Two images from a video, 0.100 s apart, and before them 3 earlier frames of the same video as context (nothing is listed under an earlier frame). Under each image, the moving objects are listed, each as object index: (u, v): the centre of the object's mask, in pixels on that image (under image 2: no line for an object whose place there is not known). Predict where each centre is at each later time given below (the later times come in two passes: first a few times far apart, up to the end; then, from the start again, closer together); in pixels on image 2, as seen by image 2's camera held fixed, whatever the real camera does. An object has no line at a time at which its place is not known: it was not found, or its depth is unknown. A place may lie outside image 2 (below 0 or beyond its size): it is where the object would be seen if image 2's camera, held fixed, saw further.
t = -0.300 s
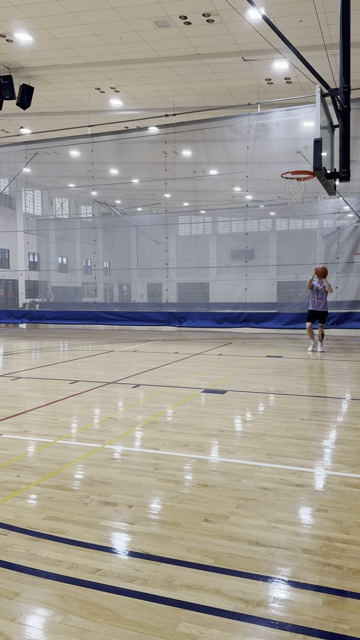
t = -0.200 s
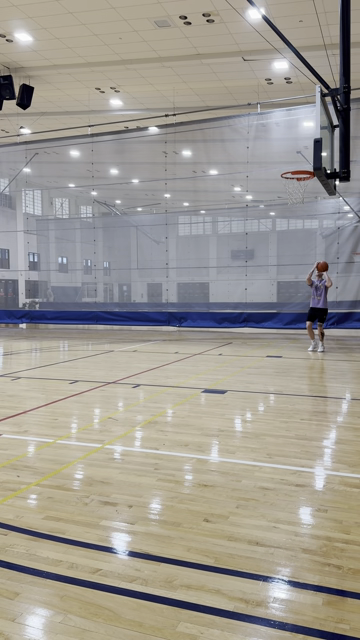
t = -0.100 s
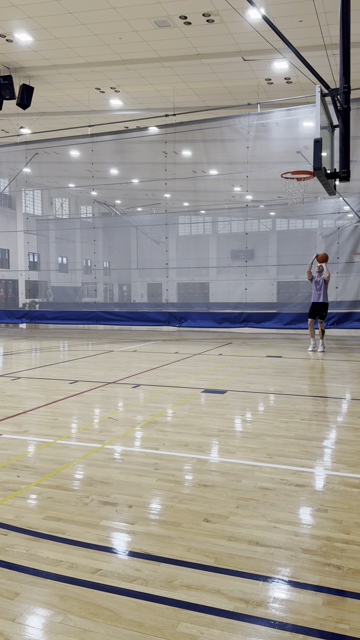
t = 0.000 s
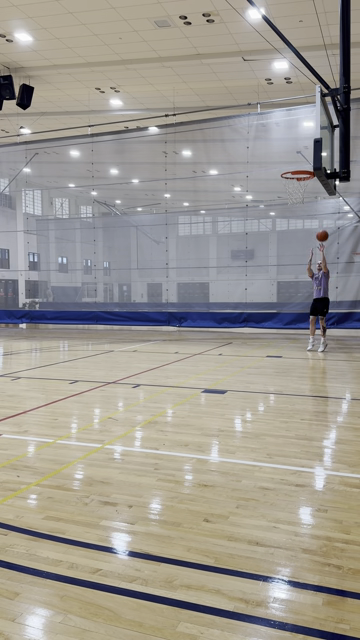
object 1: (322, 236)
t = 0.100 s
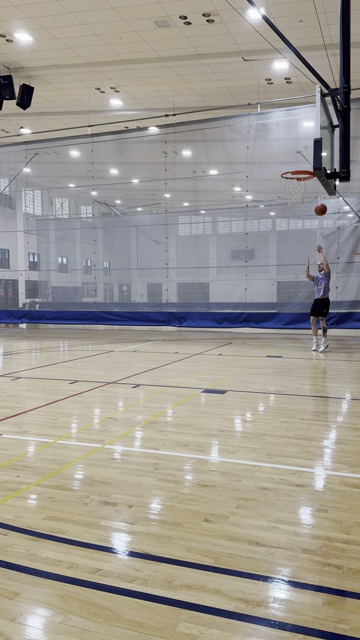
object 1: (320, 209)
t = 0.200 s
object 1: (317, 187)
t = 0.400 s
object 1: (310, 154)
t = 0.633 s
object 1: (307, 140)
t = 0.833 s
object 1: (301, 154)
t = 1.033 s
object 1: (296, 196)
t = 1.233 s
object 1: (296, 246)
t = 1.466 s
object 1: (297, 325)
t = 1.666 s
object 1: (298, 326)
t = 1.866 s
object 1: (300, 287)
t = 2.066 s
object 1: (301, 272)
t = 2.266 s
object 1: (302, 278)
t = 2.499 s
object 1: (303, 309)
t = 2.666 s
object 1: (303, 344)
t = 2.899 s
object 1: (303, 315)
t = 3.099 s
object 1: (304, 304)
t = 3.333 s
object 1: (304, 315)
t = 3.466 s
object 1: (304, 330)
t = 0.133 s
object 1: (320, 201)
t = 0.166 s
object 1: (319, 194)
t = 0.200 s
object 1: (317, 187)
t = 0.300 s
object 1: (311, 167)
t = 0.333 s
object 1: (311, 163)
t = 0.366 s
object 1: (311, 158)
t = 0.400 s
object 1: (310, 154)
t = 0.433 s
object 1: (310, 150)
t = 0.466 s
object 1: (310, 147)
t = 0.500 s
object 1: (309, 144)
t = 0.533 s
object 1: (309, 142)
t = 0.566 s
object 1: (308, 141)
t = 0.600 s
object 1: (308, 140)
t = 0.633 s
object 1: (307, 140)
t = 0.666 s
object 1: (306, 141)
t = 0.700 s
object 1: (305, 142)
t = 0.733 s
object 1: (304, 144)
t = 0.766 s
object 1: (303, 147)
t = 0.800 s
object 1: (302, 150)
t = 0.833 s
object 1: (301, 154)
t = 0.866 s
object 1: (299, 159)
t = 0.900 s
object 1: (298, 164)
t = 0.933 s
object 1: (297, 172)
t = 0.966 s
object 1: (297, 180)
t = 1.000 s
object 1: (296, 188)
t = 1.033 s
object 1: (296, 196)
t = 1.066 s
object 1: (296, 203)
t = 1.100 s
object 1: (296, 210)
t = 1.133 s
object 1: (297, 218)
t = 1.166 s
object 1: (296, 227)
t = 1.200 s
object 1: (296, 236)
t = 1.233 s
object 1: (296, 246)
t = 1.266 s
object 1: (296, 256)
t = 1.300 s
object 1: (296, 266)
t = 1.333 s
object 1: (296, 277)
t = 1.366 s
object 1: (296, 288)
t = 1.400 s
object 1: (296, 301)
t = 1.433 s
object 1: (296, 313)
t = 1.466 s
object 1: (297, 325)
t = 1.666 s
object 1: (298, 326)
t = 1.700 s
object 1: (298, 318)
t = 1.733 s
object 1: (298, 310)
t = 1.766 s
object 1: (299, 304)
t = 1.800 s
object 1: (299, 298)
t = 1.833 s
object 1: (299, 292)
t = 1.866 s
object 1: (300, 287)
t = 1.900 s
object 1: (300, 283)
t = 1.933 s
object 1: (300, 280)
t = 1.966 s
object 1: (300, 277)
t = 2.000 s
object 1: (301, 275)
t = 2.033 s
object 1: (301, 273)
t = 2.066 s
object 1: (301, 272)
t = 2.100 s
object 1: (301, 272)
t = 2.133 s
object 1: (301, 272)
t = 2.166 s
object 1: (301, 273)
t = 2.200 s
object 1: (302, 274)
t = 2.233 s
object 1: (302, 276)
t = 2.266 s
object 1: (302, 278)
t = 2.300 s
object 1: (302, 281)
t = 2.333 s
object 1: (302, 284)
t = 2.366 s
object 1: (302, 288)
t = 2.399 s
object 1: (302, 293)
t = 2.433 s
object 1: (302, 297)
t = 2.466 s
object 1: (302, 303)
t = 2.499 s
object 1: (303, 309)
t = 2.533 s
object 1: (303, 315)
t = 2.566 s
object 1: (302, 322)
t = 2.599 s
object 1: (303, 329)
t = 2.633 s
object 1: (303, 336)
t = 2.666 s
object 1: (303, 344)
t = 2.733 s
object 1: (303, 338)
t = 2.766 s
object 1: (303, 333)
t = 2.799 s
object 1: (303, 327)
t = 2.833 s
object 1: (303, 323)
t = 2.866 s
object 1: (303, 319)
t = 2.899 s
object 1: (303, 315)
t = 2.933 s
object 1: (304, 312)
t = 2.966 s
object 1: (304, 309)
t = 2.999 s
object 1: (304, 307)
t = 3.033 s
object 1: (304, 306)
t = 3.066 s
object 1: (304, 305)
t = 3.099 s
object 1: (304, 304)
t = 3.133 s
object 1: (304, 304)
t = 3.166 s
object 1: (304, 305)
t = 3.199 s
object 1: (304, 306)
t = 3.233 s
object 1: (304, 307)
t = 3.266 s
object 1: (304, 309)
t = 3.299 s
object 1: (304, 312)
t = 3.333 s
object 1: (304, 315)
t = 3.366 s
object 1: (304, 318)
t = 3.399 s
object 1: (304, 321)
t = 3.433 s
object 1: (304, 325)
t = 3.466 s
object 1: (304, 330)
